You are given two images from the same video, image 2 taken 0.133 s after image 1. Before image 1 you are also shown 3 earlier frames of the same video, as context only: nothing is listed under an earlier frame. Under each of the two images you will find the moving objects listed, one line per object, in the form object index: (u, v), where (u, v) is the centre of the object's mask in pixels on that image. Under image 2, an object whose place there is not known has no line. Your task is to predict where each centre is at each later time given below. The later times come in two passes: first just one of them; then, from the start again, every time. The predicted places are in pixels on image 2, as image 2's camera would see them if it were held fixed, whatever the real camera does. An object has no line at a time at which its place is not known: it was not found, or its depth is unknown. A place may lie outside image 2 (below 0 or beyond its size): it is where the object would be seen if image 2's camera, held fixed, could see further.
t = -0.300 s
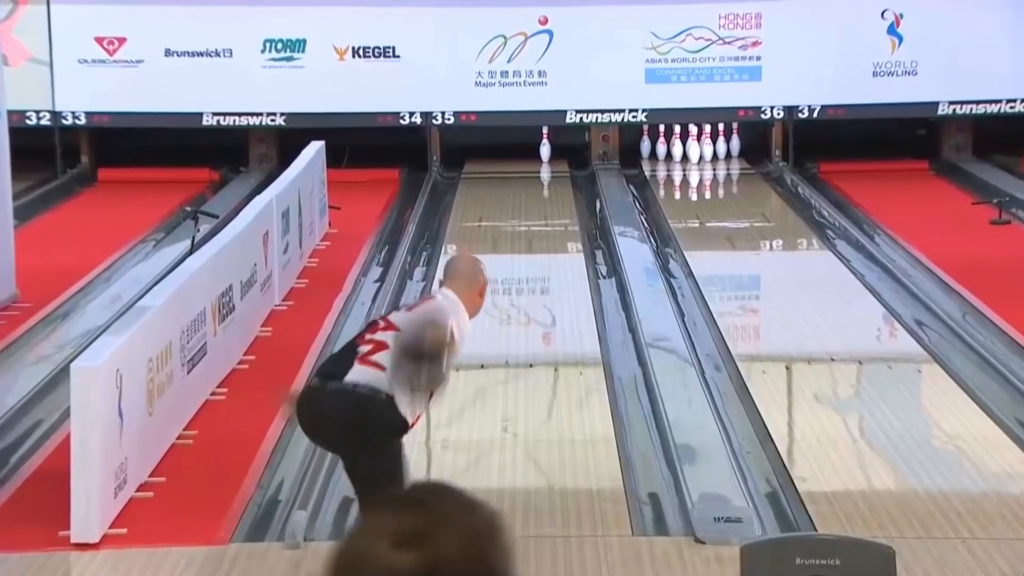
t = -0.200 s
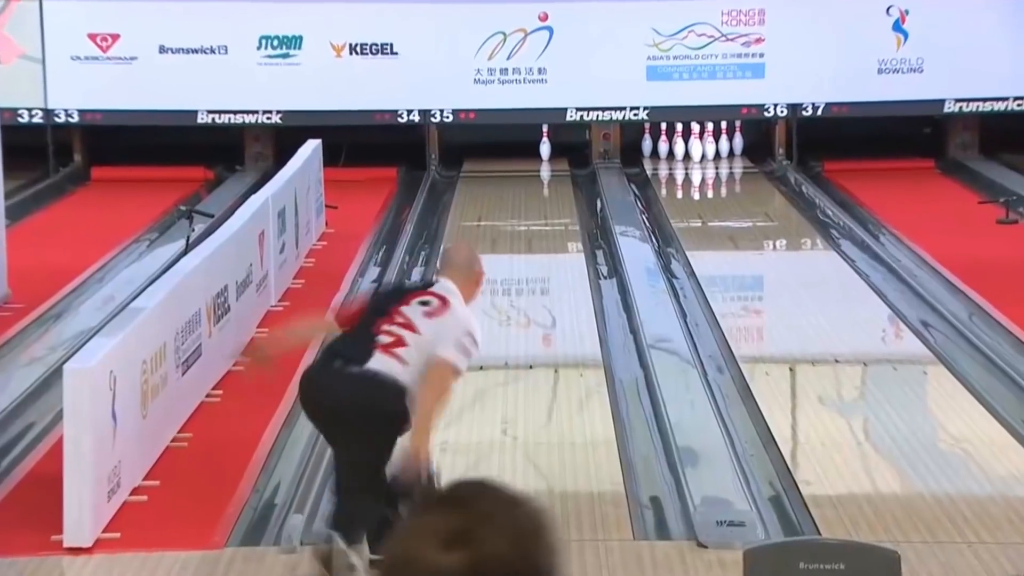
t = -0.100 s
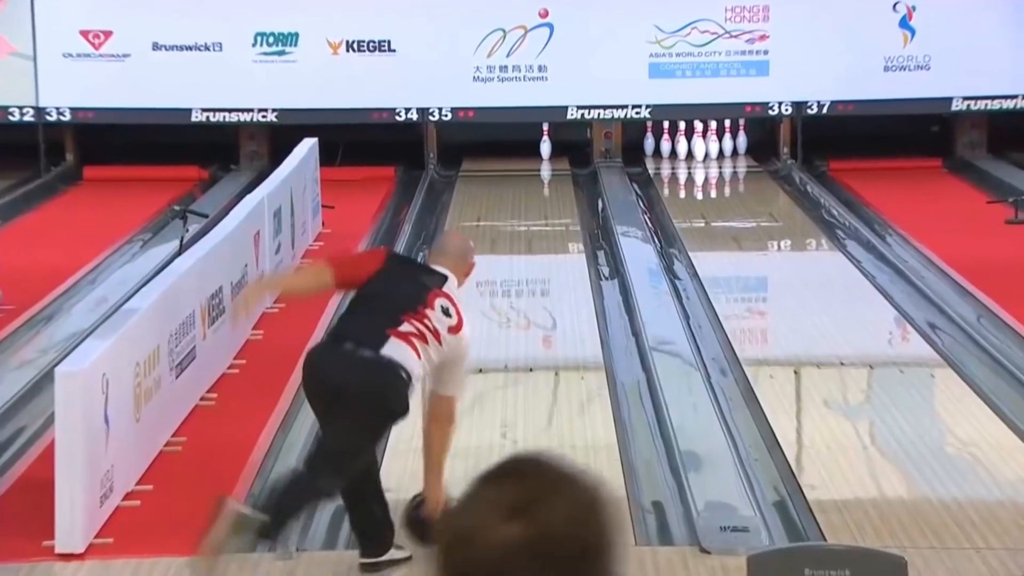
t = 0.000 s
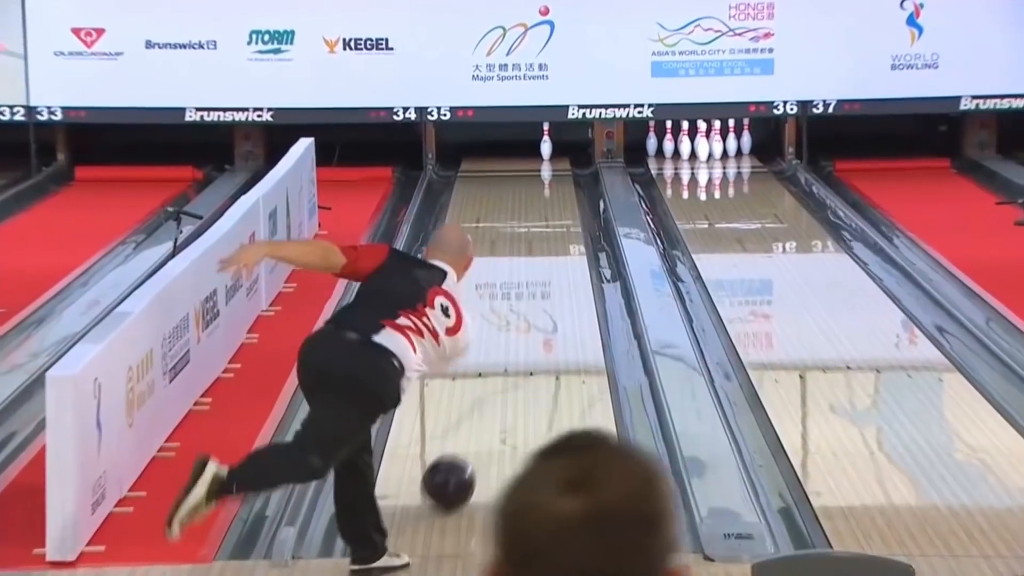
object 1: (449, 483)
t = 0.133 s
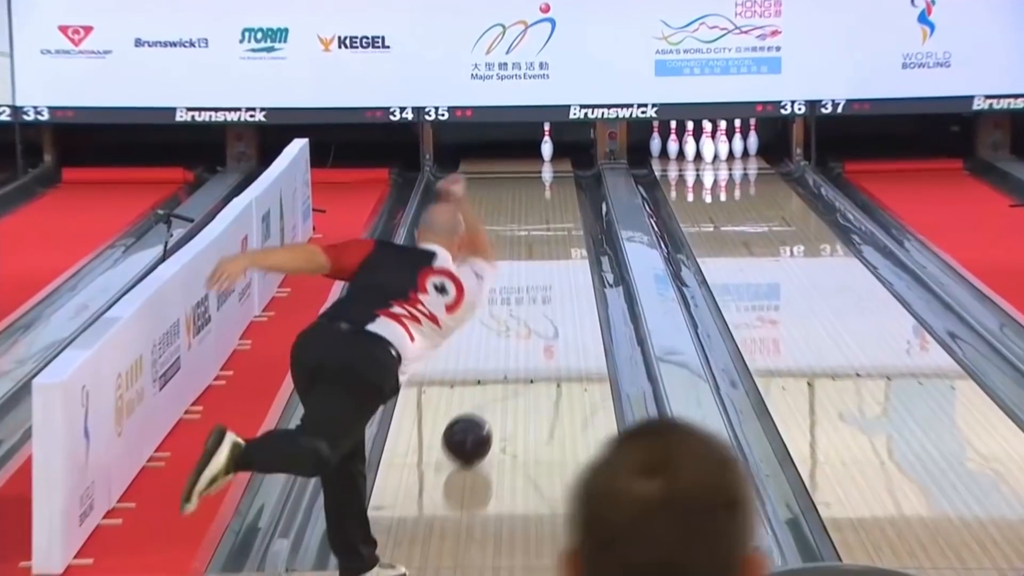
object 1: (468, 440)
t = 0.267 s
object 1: (485, 396)
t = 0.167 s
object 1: (472, 428)
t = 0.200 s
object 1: (476, 417)
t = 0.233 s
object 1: (481, 406)
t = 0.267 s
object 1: (485, 396)
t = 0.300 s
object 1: (488, 386)
